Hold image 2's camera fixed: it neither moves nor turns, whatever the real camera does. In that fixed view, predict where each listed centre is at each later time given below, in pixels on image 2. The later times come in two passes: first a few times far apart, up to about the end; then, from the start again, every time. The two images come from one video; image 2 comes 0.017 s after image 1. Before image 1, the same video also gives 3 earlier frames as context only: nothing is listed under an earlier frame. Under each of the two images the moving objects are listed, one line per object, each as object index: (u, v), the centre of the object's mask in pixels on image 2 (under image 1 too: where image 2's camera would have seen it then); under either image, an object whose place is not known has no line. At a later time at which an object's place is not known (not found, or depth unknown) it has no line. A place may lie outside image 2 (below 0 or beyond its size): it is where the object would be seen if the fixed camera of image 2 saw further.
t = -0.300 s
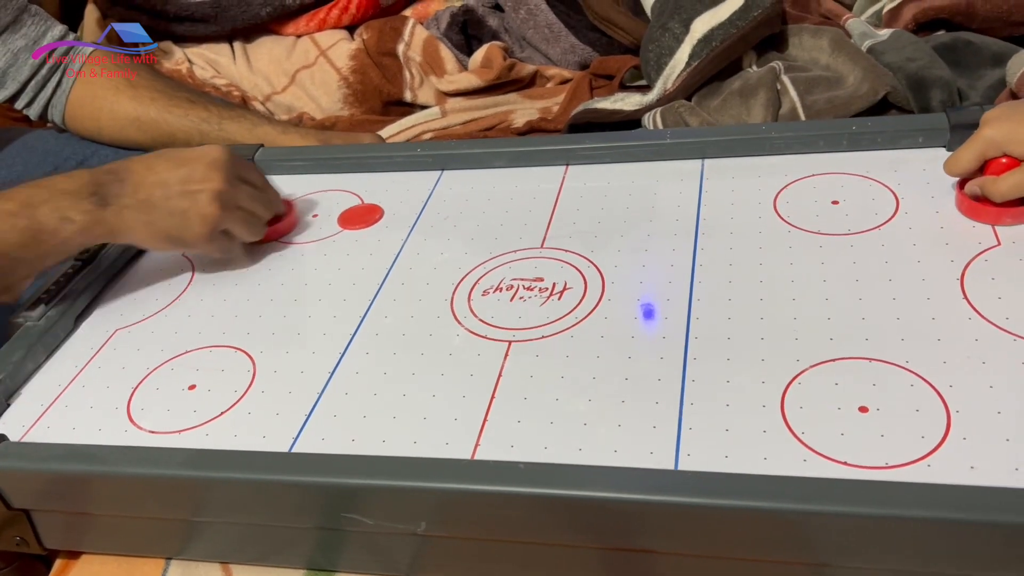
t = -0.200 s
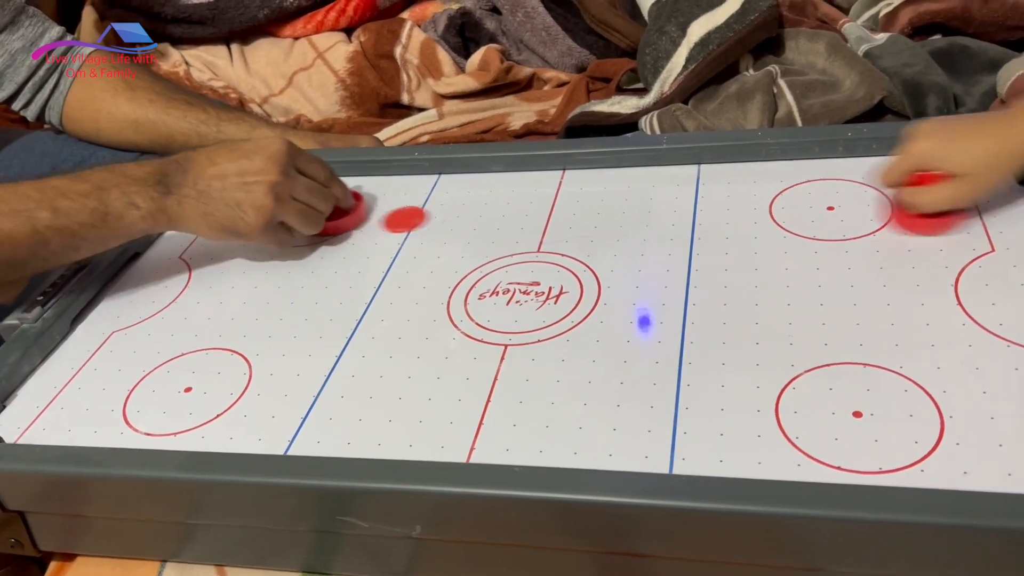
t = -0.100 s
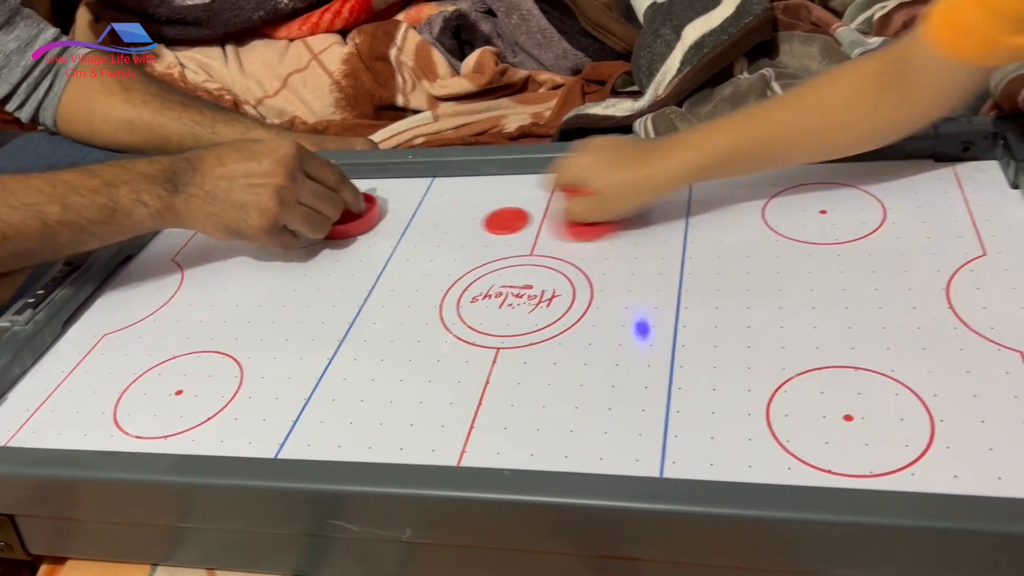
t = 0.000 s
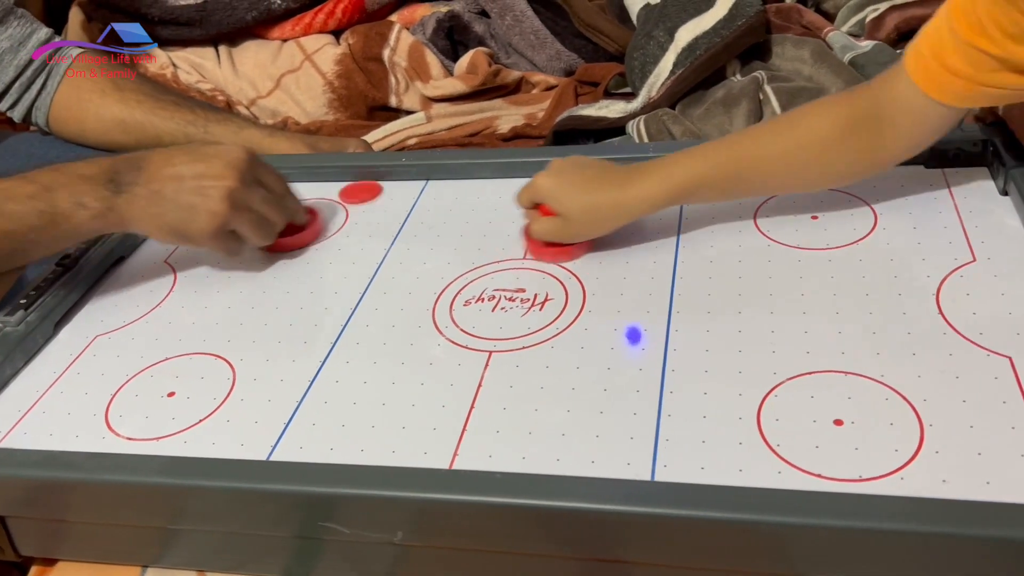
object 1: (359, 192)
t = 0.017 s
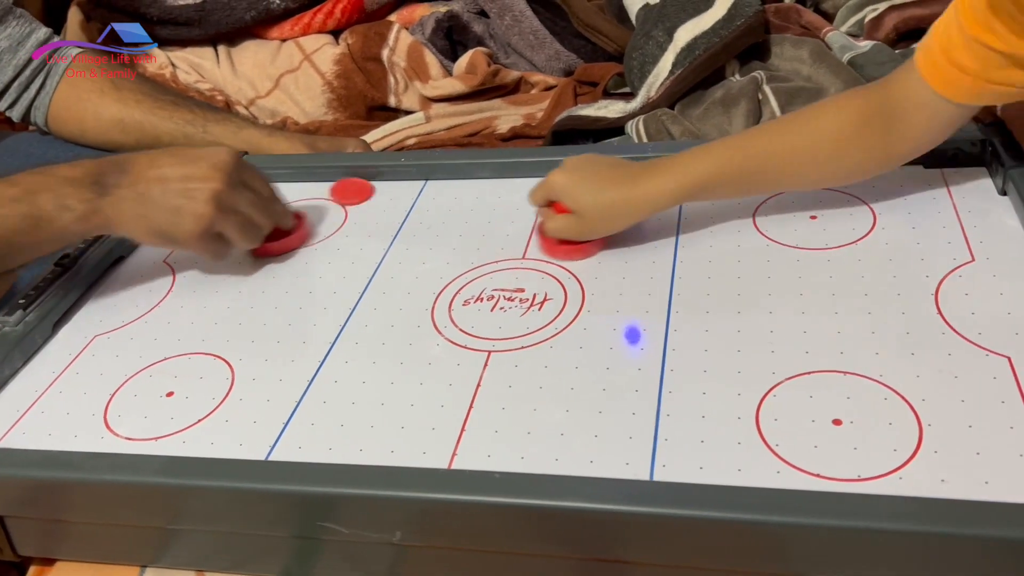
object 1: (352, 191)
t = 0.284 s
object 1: (277, 220)
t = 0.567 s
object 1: (263, 228)
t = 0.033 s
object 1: (343, 192)
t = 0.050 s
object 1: (336, 194)
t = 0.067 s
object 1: (330, 198)
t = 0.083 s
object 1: (322, 203)
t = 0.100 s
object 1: (317, 203)
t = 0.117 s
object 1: (311, 204)
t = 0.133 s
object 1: (307, 207)
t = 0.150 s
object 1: (302, 210)
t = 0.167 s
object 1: (299, 211)
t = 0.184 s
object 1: (294, 212)
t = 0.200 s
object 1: (290, 214)
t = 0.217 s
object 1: (288, 216)
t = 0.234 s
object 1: (284, 216)
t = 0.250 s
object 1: (282, 218)
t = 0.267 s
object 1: (279, 219)
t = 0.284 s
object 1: (277, 220)
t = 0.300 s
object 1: (275, 221)
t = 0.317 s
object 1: (274, 222)
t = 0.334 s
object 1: (272, 223)
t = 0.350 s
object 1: (271, 223)
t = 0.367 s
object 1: (270, 224)
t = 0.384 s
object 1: (269, 225)
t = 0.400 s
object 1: (268, 225)
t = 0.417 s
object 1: (266, 226)
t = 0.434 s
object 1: (266, 226)
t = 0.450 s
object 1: (265, 227)
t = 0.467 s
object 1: (264, 227)
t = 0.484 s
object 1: (264, 227)
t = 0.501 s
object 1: (264, 227)
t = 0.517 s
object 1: (263, 228)
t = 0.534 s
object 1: (263, 228)
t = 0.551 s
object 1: (263, 228)
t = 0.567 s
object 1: (263, 228)
